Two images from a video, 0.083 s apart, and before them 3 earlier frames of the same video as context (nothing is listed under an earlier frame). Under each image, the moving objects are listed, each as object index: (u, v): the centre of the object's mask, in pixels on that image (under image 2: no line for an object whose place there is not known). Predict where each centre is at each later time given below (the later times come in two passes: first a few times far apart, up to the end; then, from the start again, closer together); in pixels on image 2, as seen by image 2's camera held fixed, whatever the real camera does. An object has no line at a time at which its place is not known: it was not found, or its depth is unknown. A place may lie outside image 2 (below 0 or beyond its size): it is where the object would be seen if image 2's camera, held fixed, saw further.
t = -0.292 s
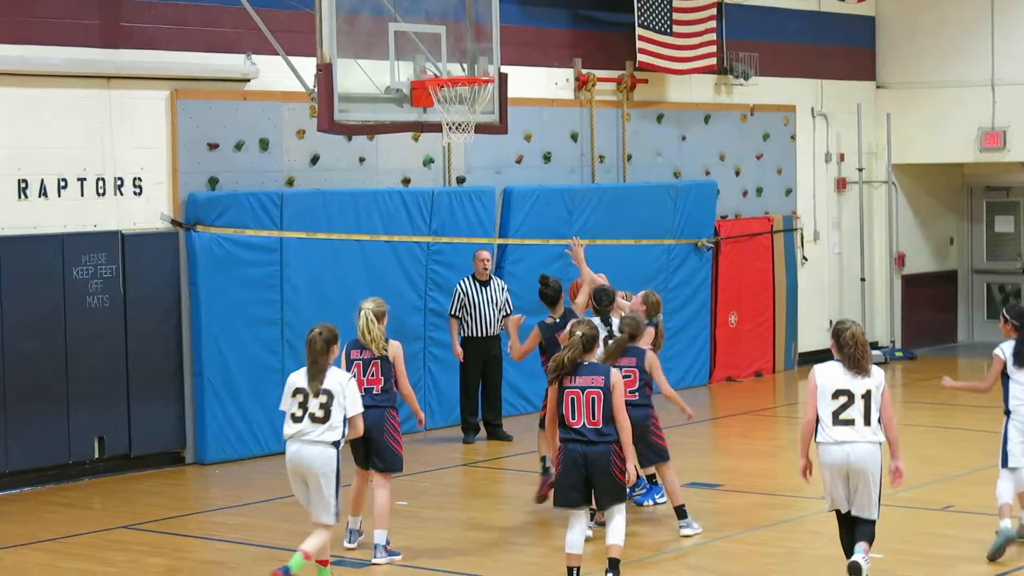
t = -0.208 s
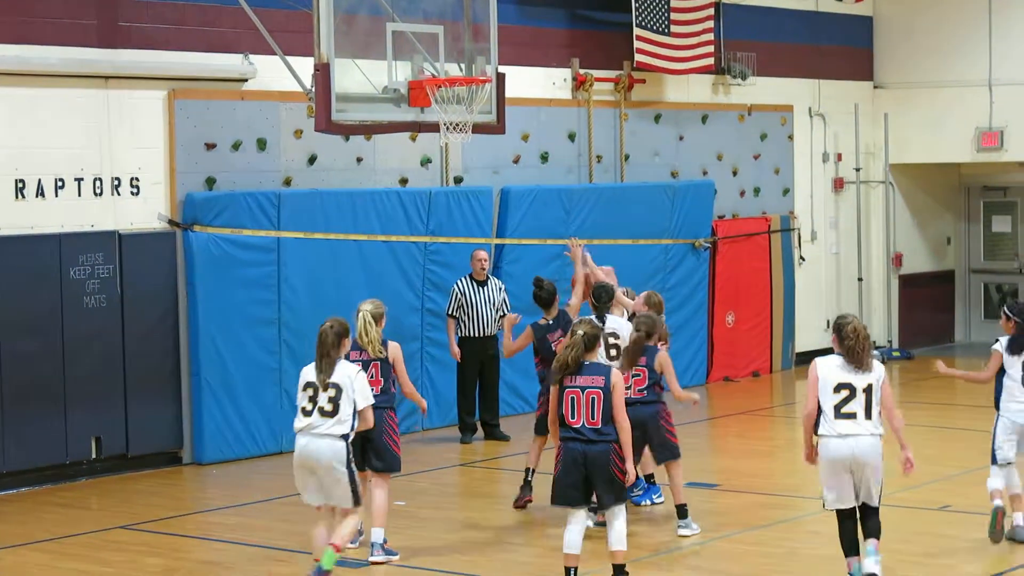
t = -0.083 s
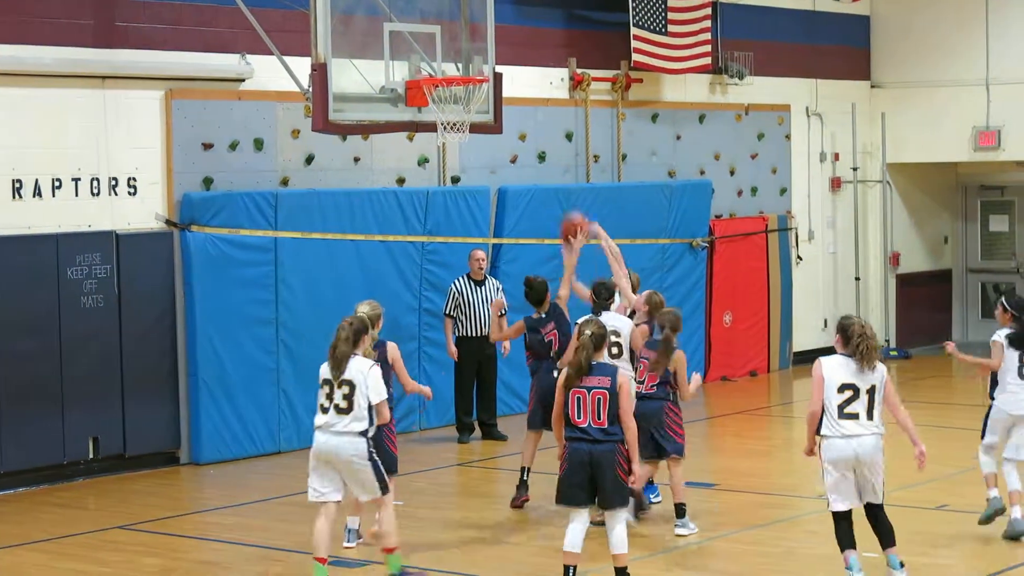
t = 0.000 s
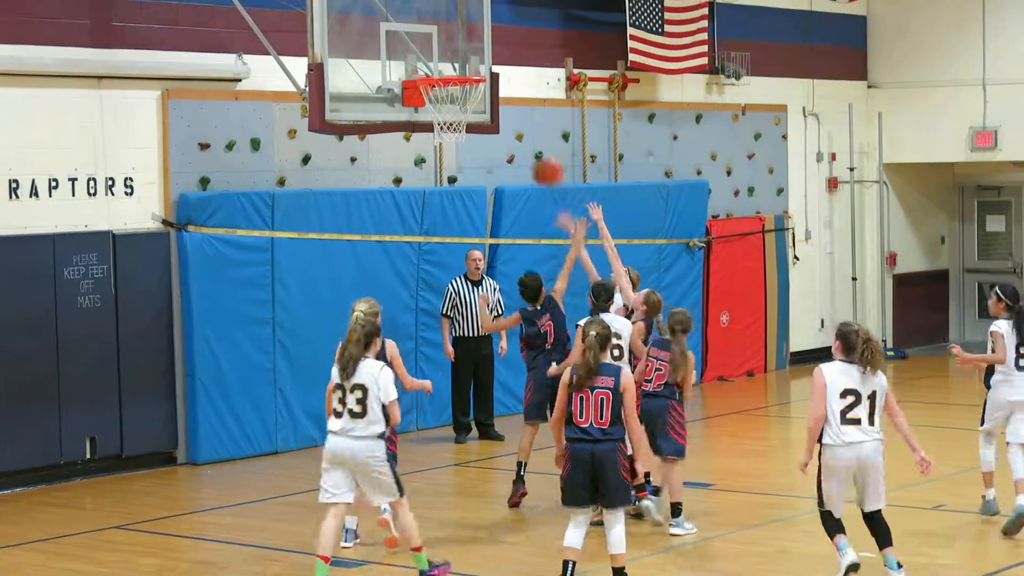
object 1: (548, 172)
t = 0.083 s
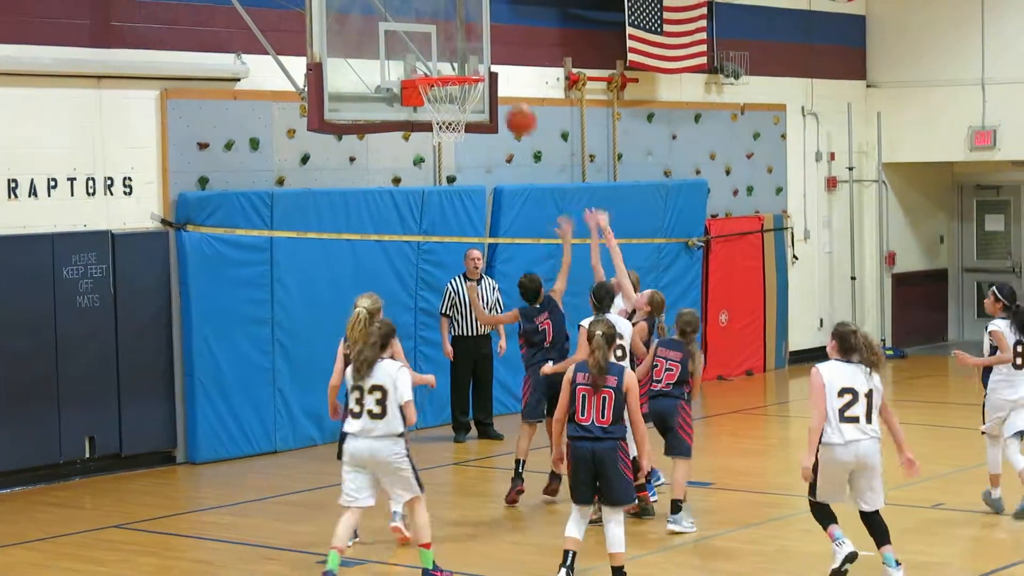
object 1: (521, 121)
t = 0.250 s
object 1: (470, 44)
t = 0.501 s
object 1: (466, 23)
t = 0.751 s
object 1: (455, 68)
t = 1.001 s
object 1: (460, 130)
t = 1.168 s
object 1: (485, 209)
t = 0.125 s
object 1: (509, 99)
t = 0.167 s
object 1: (497, 77)
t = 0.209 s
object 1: (483, 60)
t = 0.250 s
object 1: (470, 44)
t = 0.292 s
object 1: (466, 34)
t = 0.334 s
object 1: (466, 27)
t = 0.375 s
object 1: (466, 23)
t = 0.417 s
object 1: (466, 21)
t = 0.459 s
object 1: (466, 21)
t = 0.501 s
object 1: (466, 23)
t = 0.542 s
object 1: (467, 28)
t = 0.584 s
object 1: (468, 35)
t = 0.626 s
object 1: (468, 45)
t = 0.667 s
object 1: (470, 58)
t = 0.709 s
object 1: (467, 66)
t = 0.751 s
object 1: (455, 68)
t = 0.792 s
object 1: (445, 79)
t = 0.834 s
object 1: (436, 92)
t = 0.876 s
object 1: (440, 95)
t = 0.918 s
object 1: (445, 105)
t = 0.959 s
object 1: (455, 116)
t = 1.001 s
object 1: (460, 130)
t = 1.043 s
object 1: (466, 146)
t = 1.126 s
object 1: (478, 185)
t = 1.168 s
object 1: (485, 209)
